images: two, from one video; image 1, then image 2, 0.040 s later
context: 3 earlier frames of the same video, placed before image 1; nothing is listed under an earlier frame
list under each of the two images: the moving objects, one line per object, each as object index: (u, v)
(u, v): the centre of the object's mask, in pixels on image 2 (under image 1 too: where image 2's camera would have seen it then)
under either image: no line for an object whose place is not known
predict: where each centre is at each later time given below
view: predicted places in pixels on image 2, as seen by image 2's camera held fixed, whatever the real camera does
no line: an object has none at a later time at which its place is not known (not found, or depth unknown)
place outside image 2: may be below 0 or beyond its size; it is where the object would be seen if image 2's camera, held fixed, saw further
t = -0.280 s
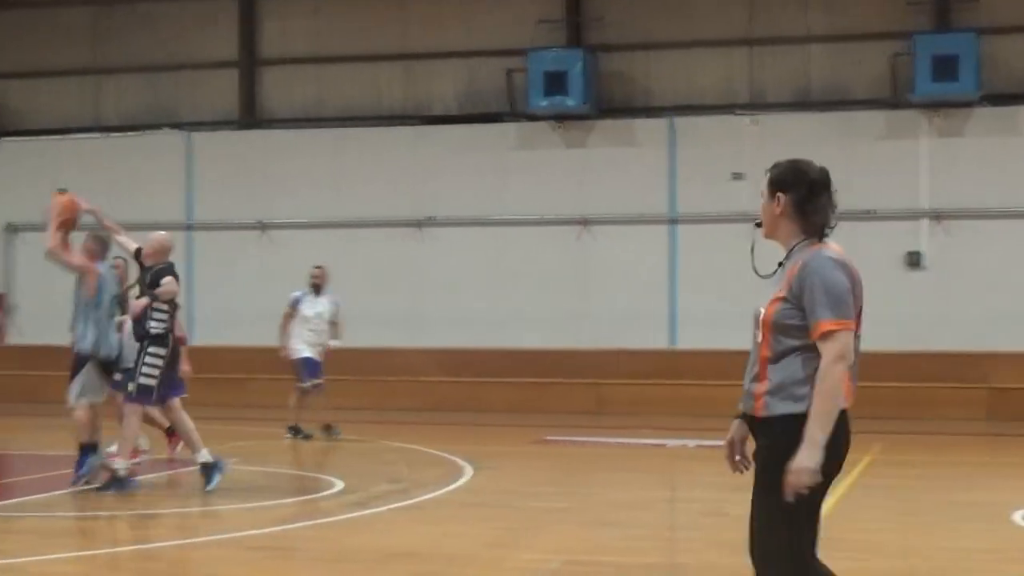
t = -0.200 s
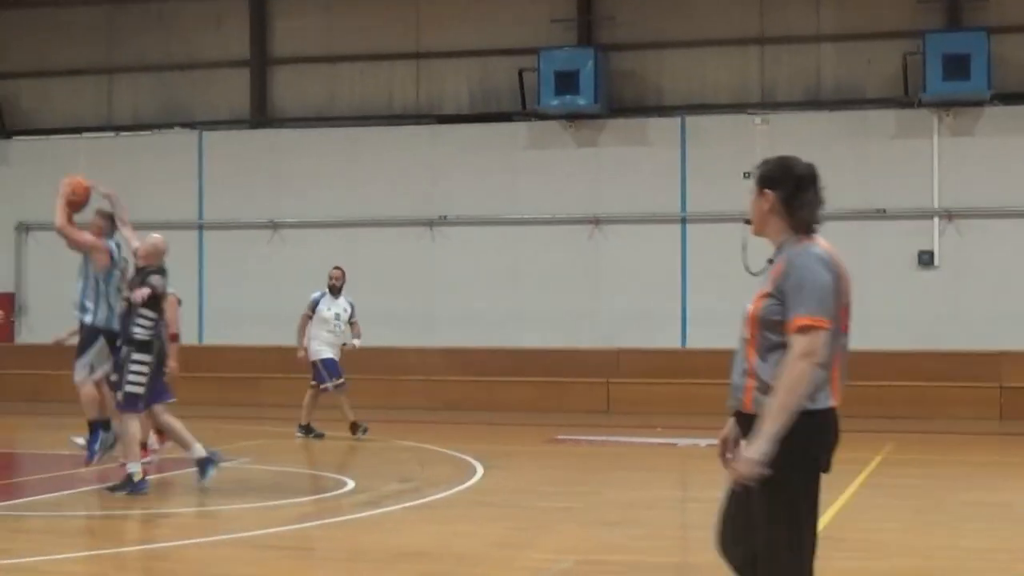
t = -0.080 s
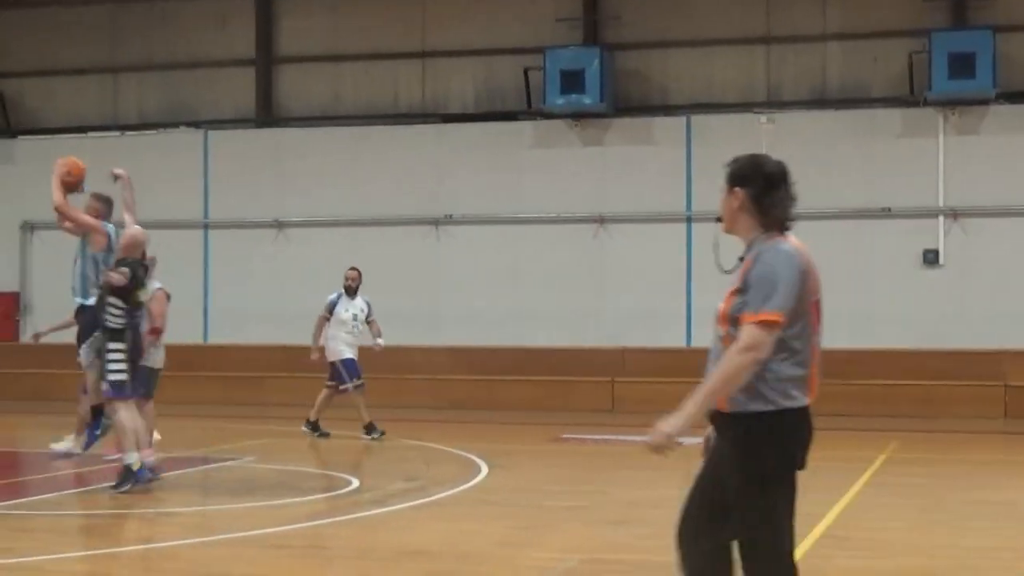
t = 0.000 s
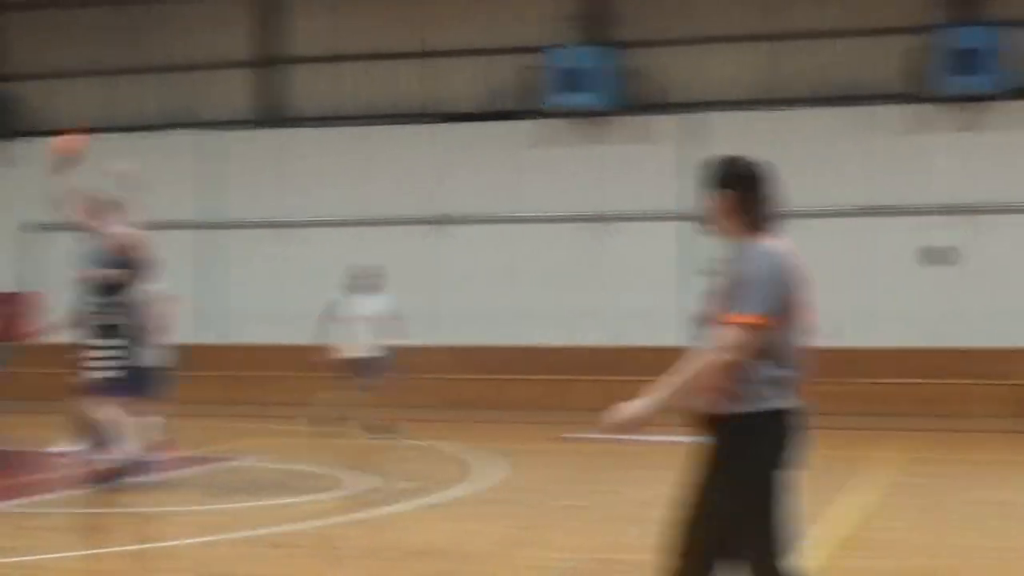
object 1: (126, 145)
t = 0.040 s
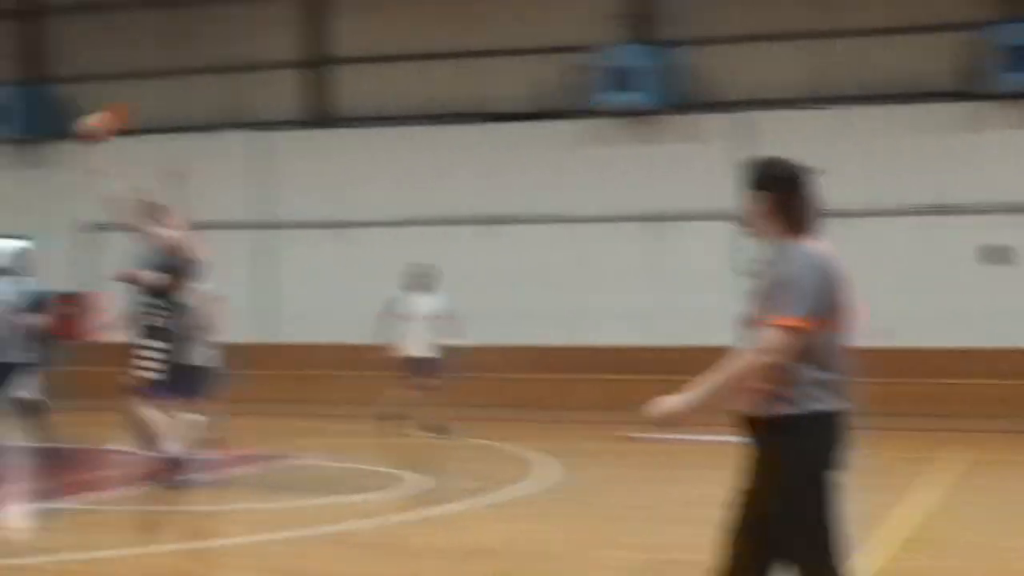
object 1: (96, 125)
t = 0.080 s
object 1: (80, 101)
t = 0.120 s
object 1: (58, 84)
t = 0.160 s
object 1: (39, 65)
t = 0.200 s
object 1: (19, 48)
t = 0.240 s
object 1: (4, 34)
